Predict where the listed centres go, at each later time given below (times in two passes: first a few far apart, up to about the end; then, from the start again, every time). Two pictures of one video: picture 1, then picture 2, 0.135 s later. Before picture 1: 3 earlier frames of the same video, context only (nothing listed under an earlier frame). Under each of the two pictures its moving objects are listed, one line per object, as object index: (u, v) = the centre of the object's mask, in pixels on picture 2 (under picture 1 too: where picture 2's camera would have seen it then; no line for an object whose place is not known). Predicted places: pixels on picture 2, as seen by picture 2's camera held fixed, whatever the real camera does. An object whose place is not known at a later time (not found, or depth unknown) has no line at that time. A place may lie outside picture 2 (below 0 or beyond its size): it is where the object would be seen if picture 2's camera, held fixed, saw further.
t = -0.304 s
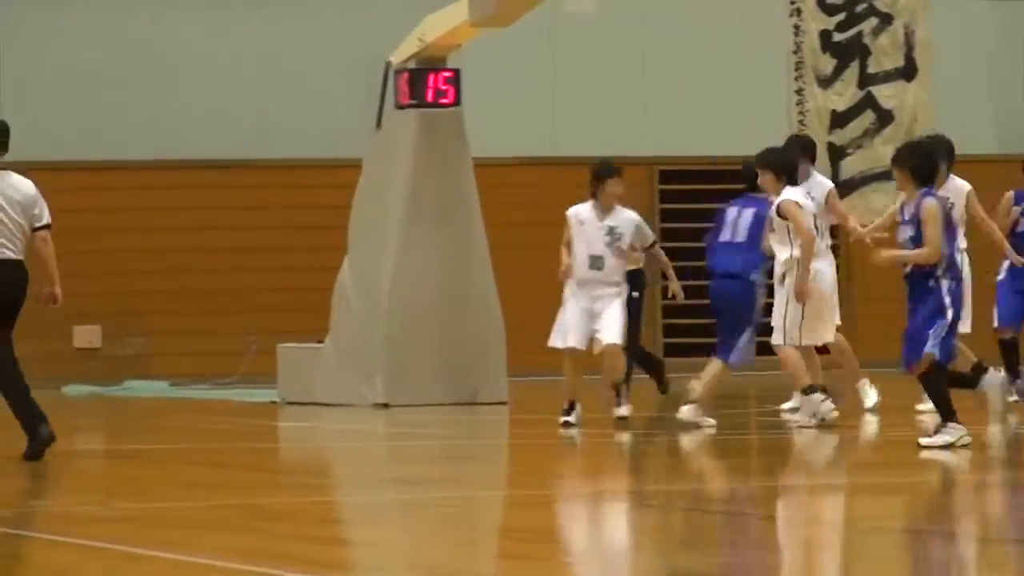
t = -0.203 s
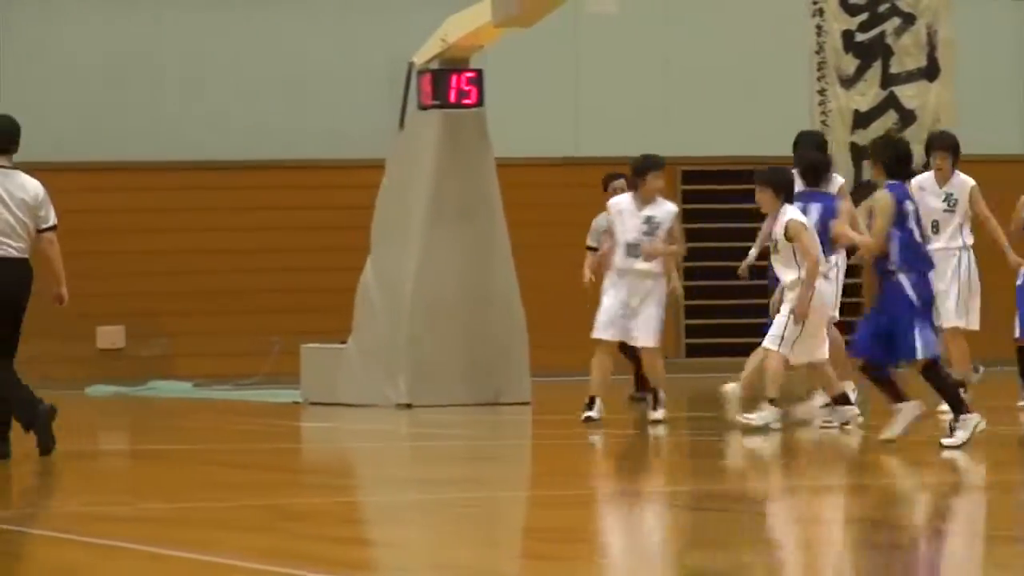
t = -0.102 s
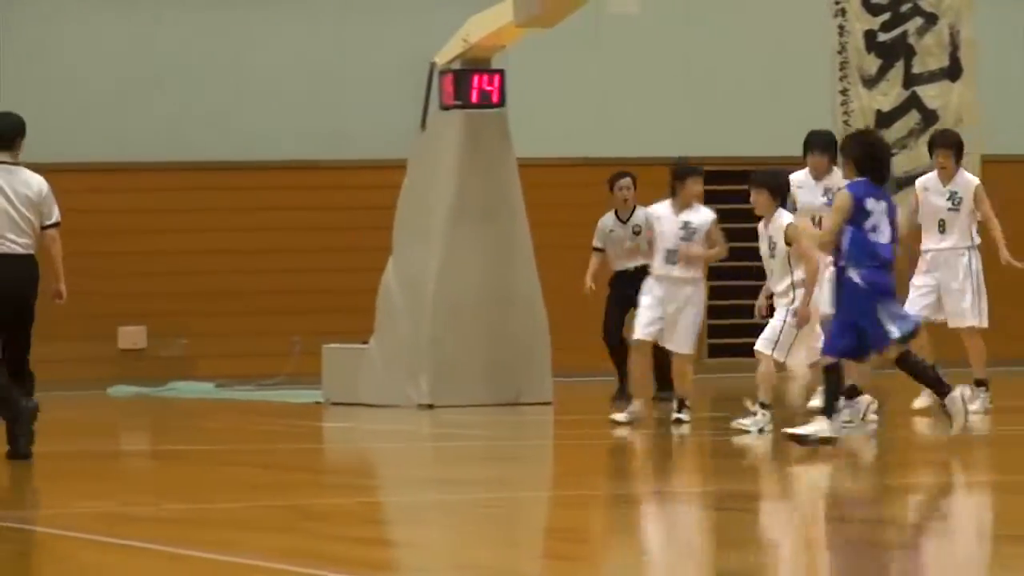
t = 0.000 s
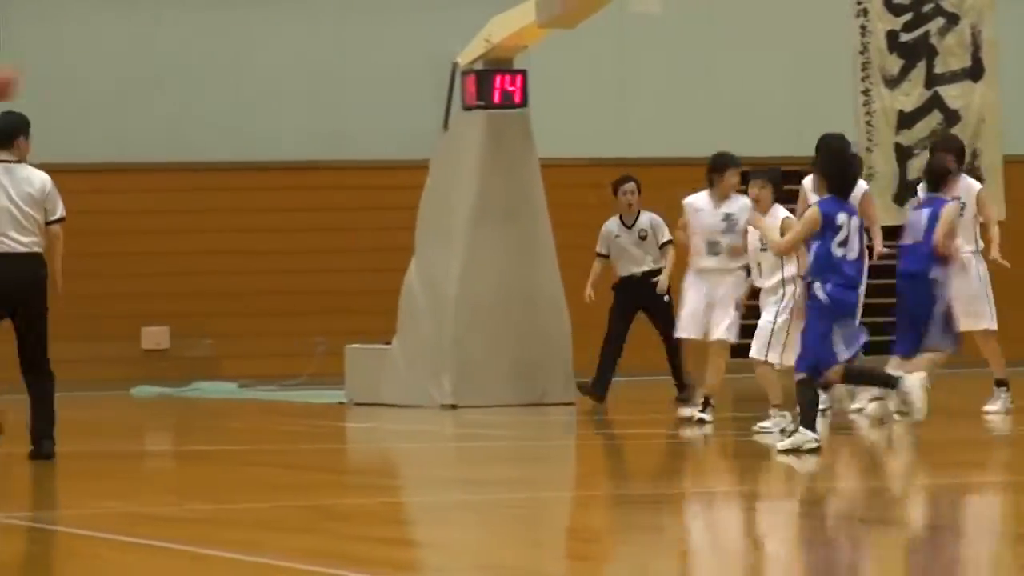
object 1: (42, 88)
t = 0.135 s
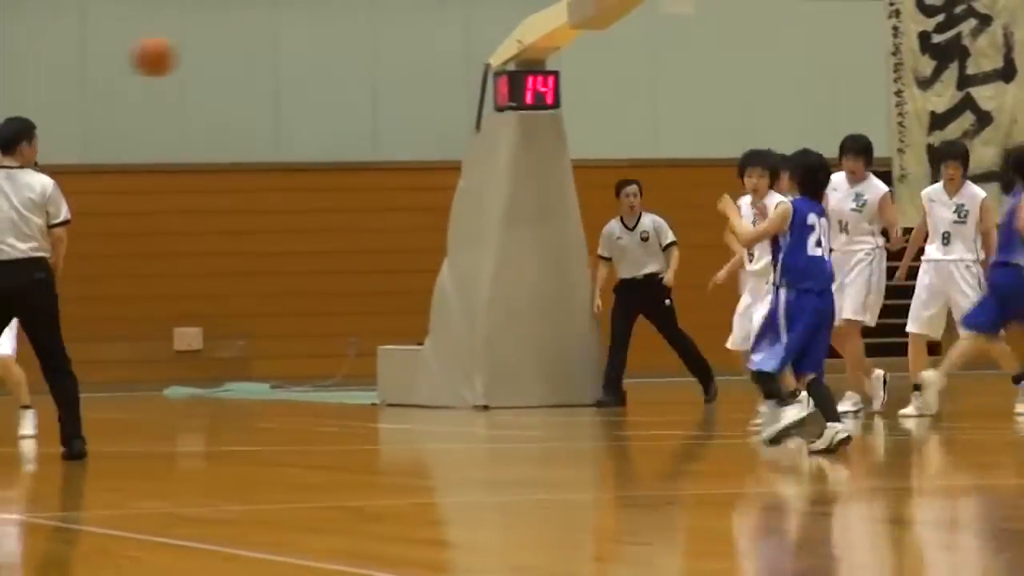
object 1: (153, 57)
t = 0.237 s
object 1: (253, 55)
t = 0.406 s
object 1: (419, 90)
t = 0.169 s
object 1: (186, 55)
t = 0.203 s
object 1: (218, 54)
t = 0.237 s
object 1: (253, 55)
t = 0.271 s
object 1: (284, 58)
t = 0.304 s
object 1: (317, 63)
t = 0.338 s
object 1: (352, 70)
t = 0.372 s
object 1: (385, 79)
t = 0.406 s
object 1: (419, 90)
